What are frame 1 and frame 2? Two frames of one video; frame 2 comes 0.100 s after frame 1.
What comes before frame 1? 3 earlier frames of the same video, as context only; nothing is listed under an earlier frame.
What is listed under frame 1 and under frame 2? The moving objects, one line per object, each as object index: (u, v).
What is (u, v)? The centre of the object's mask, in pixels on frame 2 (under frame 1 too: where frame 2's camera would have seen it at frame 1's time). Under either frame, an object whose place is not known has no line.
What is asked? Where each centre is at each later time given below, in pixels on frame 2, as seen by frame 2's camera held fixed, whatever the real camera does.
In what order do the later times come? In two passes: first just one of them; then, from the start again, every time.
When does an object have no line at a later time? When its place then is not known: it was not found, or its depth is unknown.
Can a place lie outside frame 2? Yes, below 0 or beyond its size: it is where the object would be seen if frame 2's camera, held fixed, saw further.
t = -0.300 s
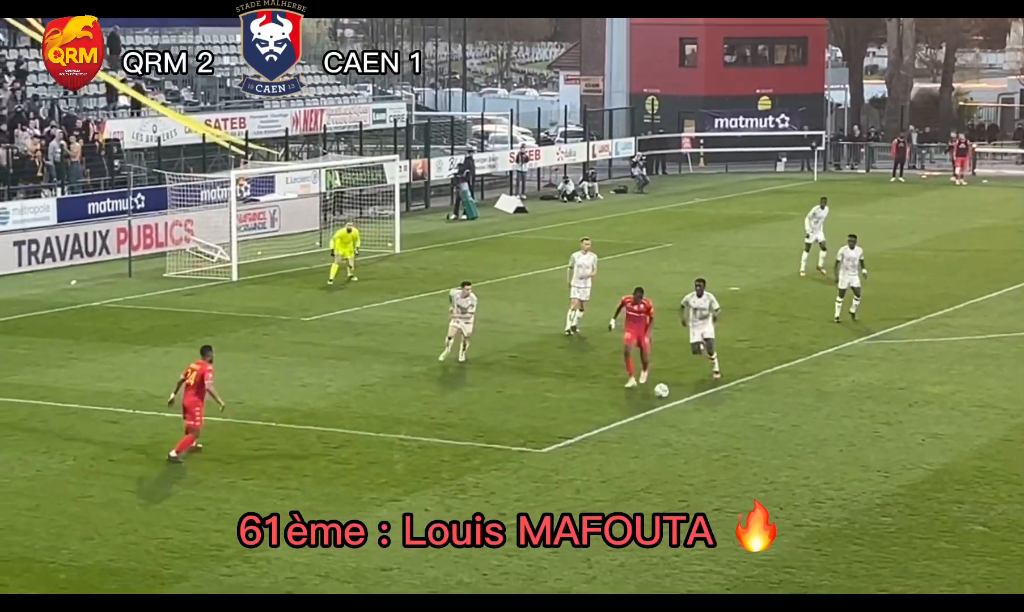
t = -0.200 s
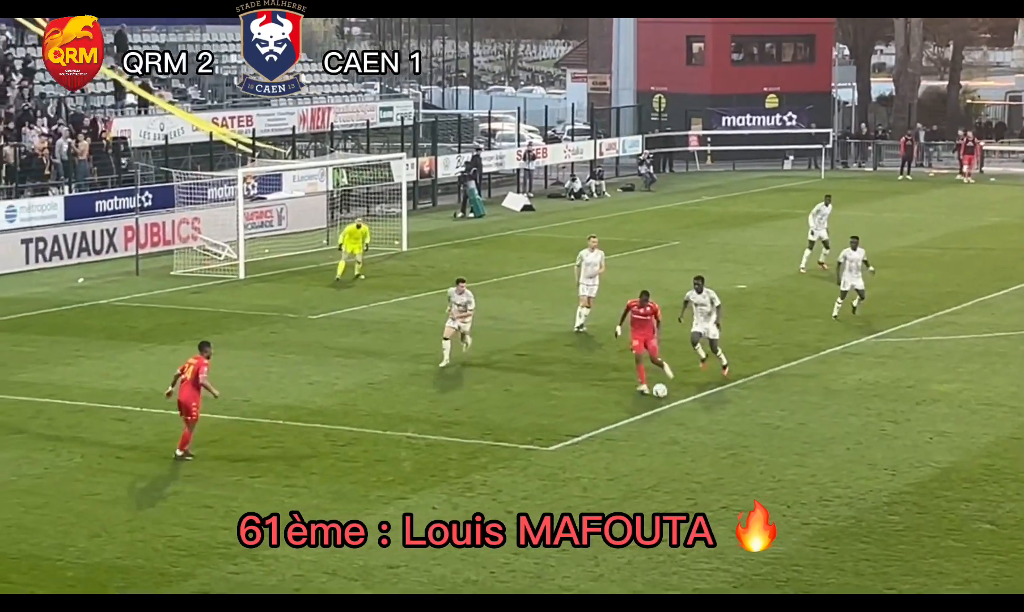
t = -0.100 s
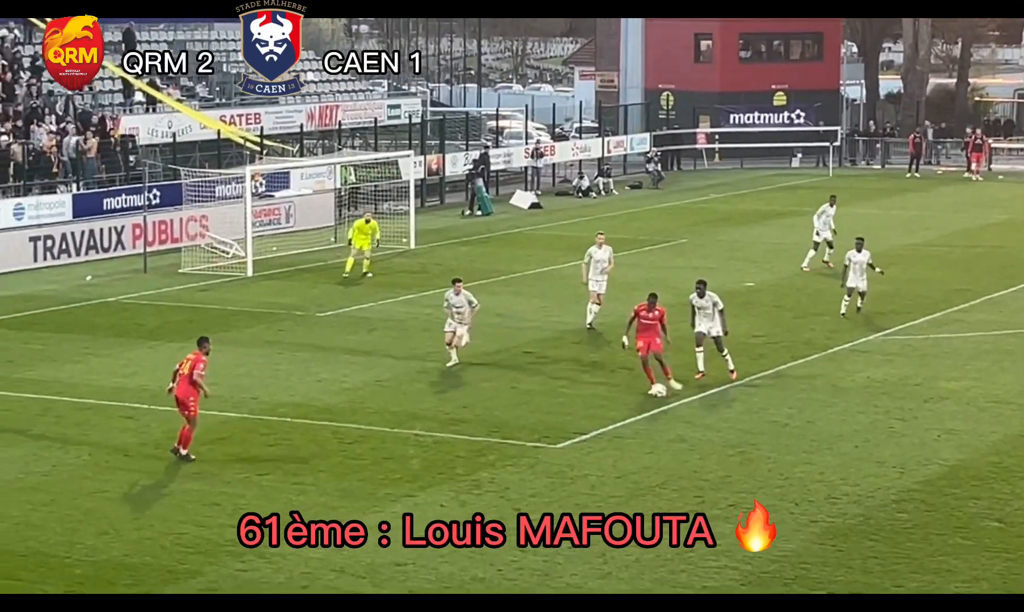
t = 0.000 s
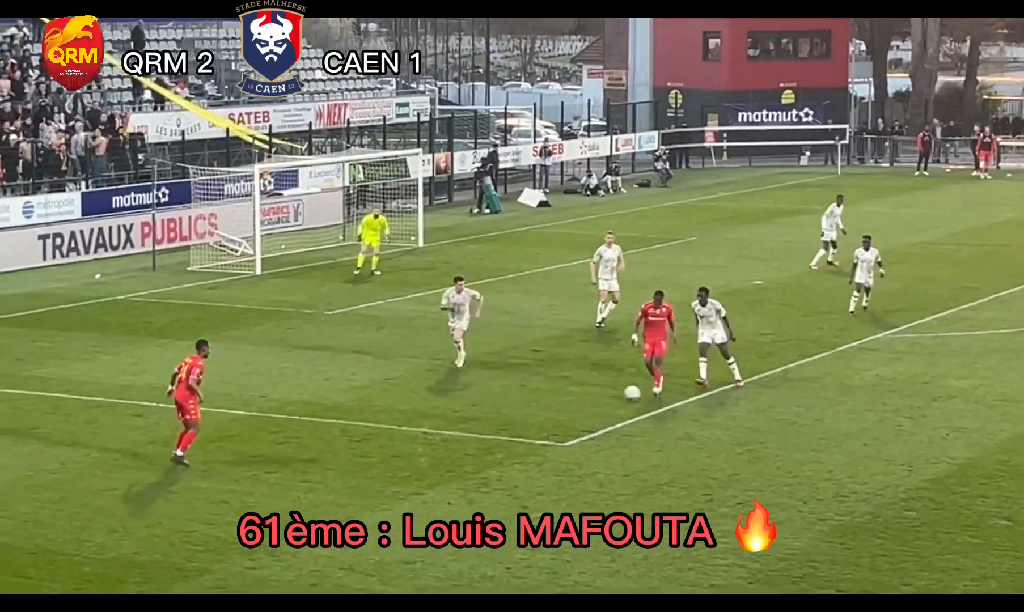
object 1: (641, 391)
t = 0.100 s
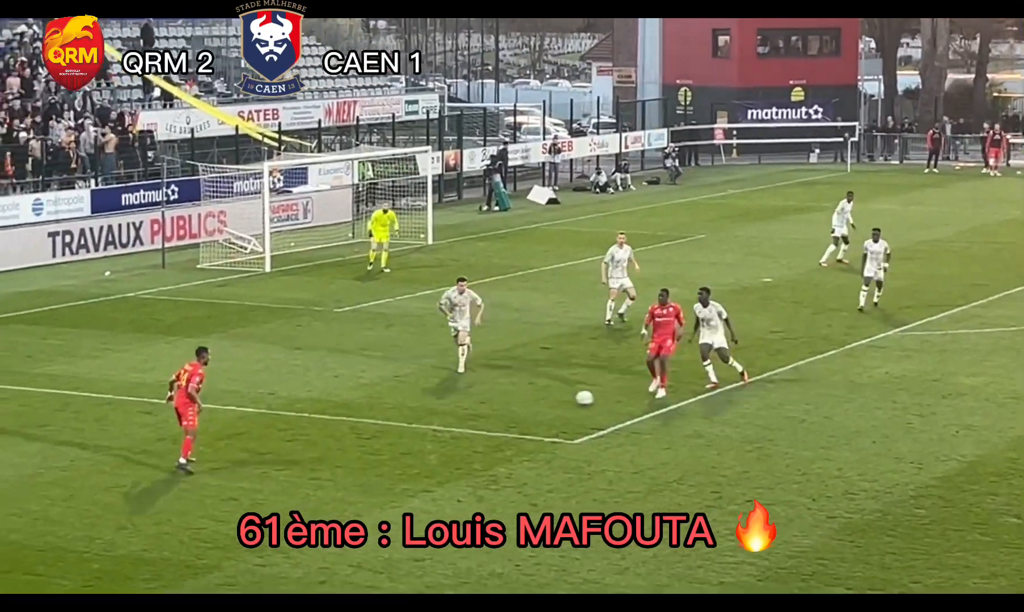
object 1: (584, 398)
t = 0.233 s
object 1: (512, 407)
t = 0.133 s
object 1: (566, 401)
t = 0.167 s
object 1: (548, 402)
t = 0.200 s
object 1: (530, 404)
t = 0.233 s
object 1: (512, 407)
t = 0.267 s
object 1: (494, 409)
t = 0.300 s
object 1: (477, 411)
